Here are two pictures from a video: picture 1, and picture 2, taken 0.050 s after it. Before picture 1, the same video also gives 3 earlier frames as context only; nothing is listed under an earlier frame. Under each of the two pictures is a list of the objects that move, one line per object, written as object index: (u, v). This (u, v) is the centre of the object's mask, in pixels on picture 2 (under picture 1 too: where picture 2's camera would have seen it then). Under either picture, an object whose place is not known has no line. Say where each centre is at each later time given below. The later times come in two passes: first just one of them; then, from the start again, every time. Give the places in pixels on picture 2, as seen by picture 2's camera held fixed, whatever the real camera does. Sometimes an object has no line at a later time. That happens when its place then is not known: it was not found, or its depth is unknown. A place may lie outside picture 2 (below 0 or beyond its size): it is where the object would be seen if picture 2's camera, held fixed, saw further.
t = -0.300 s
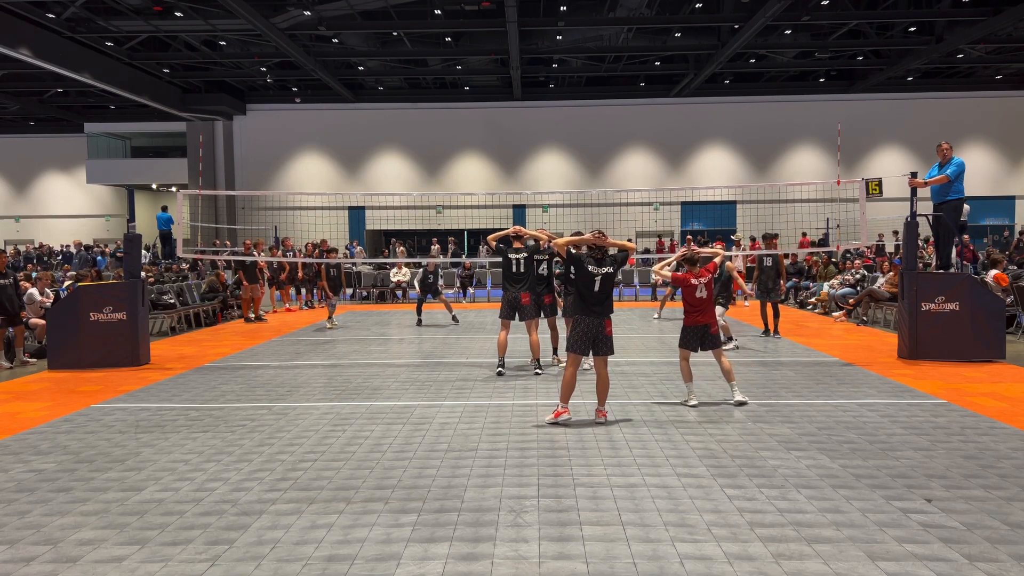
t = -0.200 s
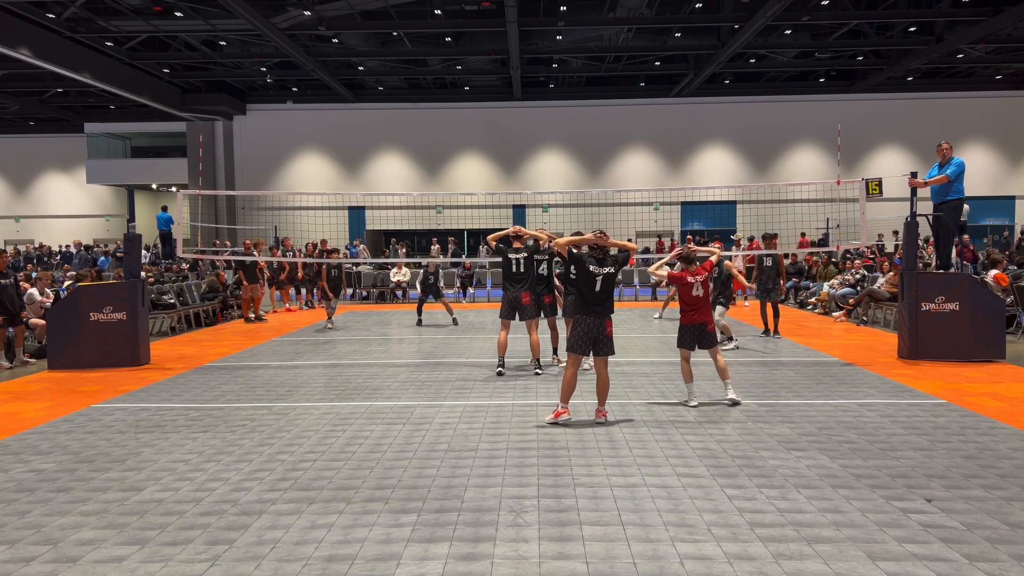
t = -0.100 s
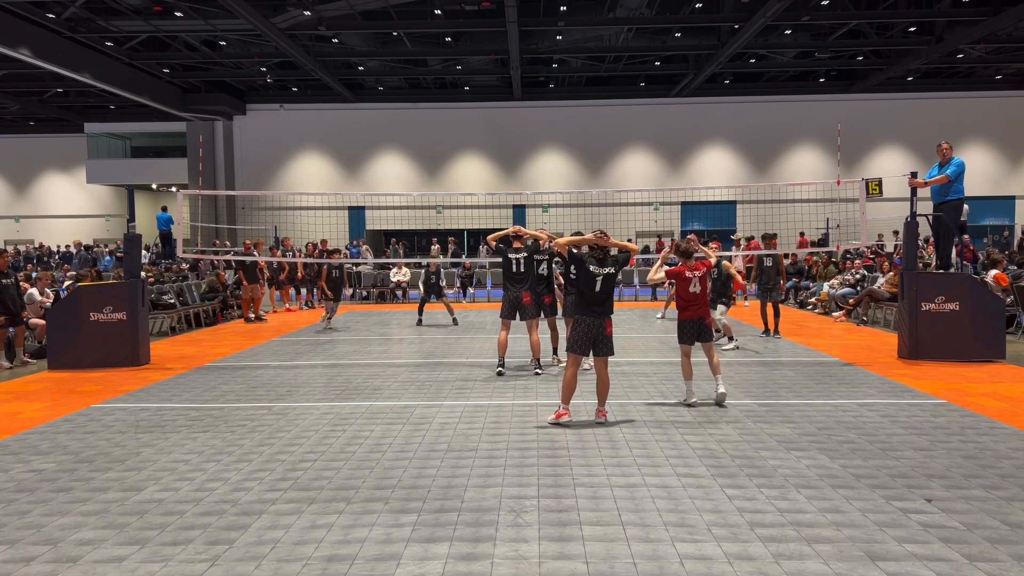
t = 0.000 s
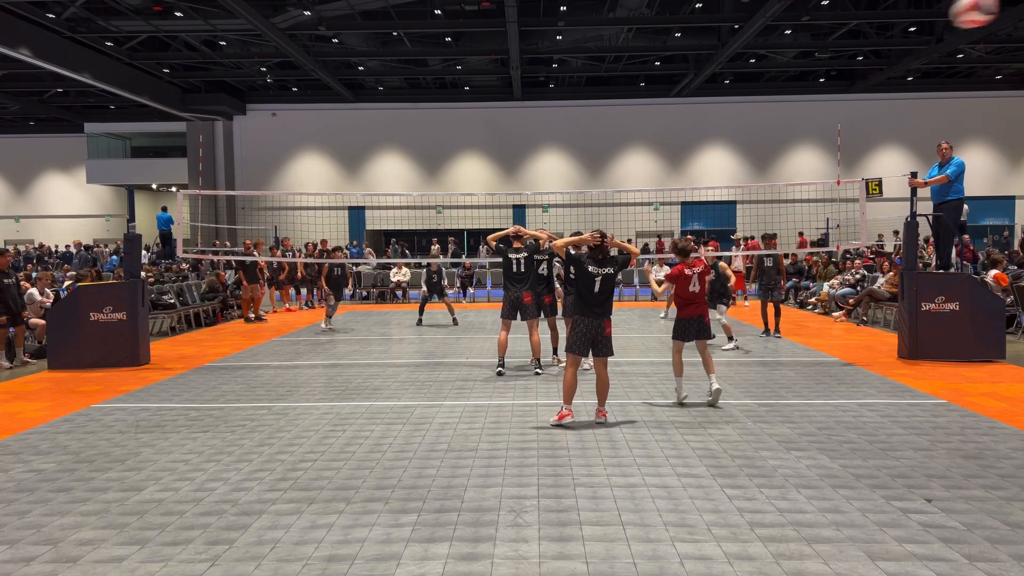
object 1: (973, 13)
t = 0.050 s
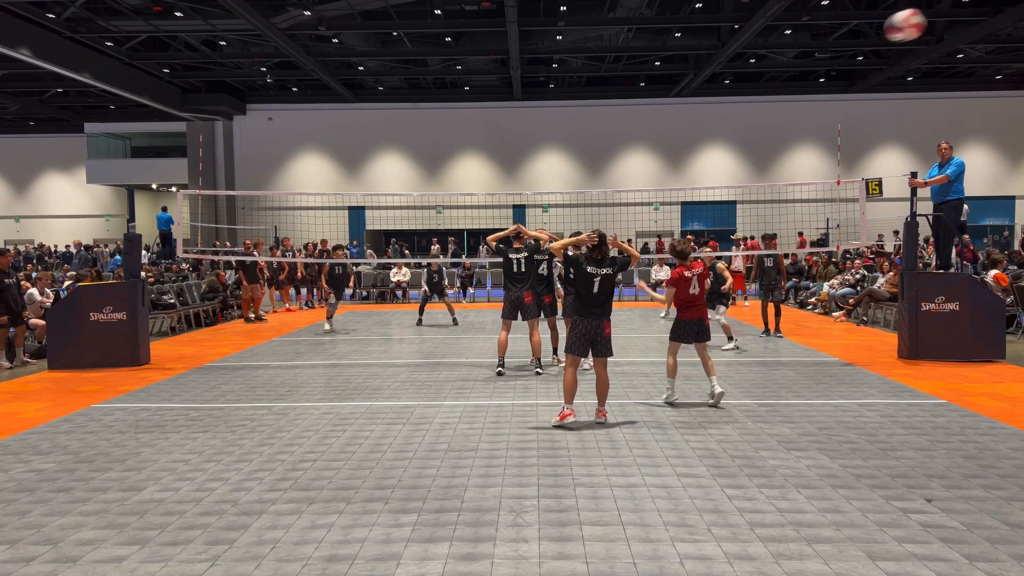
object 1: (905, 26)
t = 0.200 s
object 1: (773, 77)
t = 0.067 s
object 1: (885, 31)
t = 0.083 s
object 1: (868, 37)
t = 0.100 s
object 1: (852, 42)
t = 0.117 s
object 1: (836, 48)
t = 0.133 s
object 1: (821, 54)
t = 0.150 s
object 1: (808, 59)
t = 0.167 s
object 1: (796, 65)
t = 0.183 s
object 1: (784, 71)
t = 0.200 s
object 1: (773, 77)
